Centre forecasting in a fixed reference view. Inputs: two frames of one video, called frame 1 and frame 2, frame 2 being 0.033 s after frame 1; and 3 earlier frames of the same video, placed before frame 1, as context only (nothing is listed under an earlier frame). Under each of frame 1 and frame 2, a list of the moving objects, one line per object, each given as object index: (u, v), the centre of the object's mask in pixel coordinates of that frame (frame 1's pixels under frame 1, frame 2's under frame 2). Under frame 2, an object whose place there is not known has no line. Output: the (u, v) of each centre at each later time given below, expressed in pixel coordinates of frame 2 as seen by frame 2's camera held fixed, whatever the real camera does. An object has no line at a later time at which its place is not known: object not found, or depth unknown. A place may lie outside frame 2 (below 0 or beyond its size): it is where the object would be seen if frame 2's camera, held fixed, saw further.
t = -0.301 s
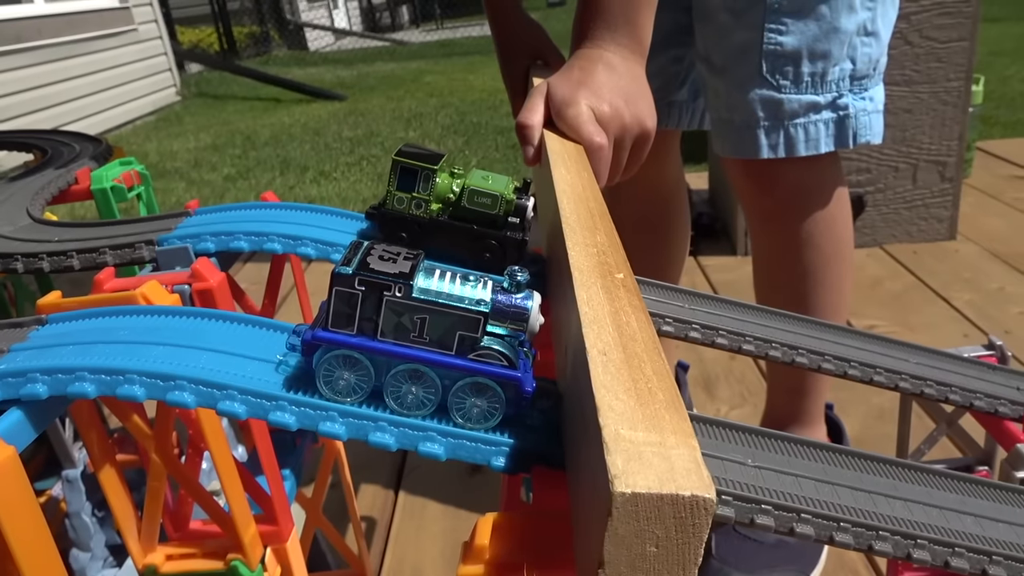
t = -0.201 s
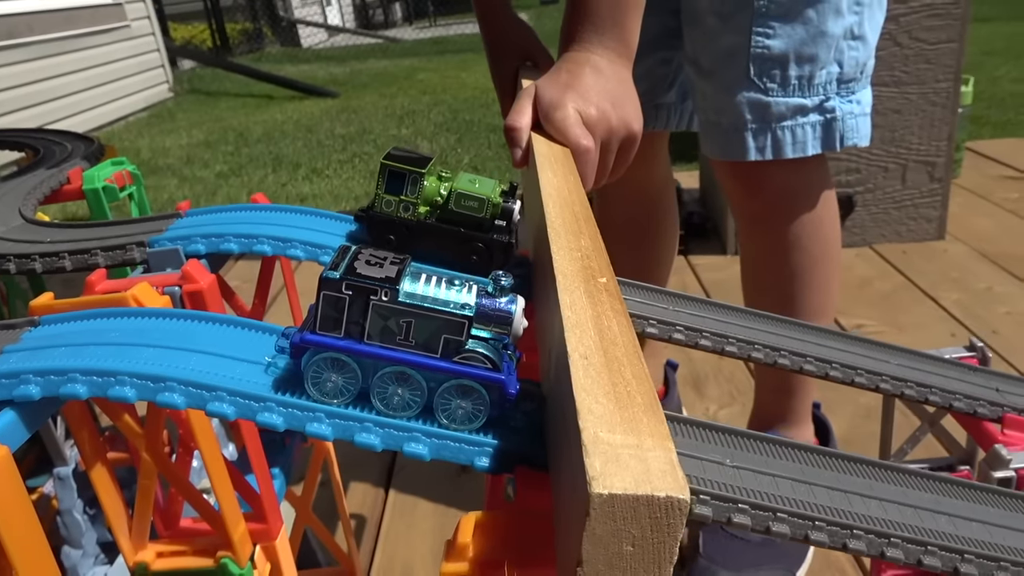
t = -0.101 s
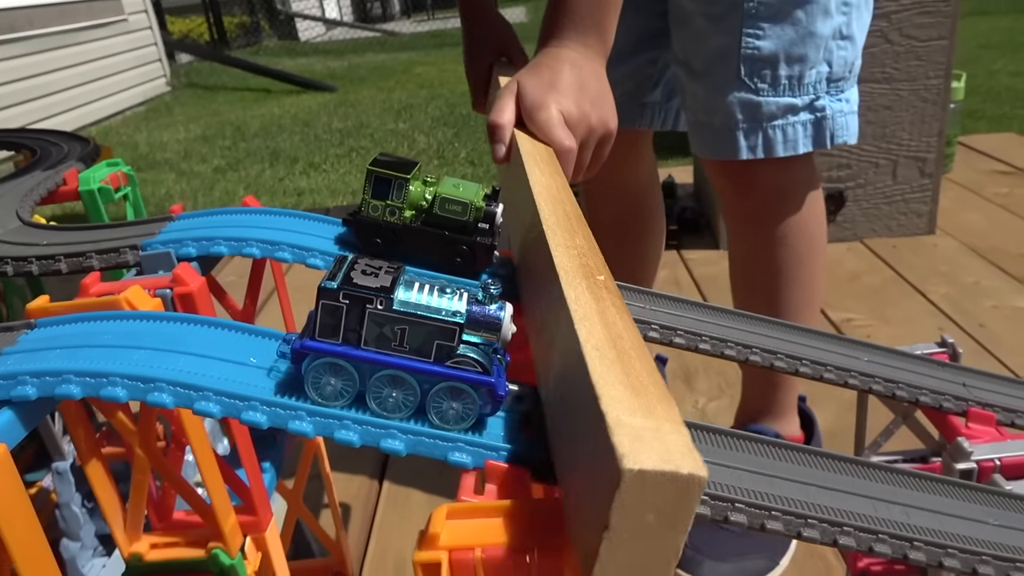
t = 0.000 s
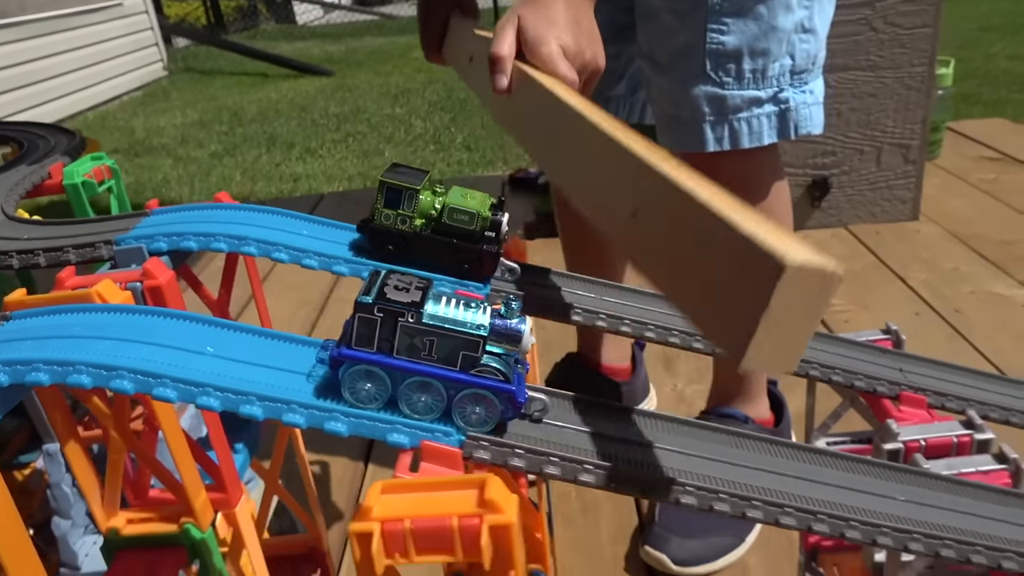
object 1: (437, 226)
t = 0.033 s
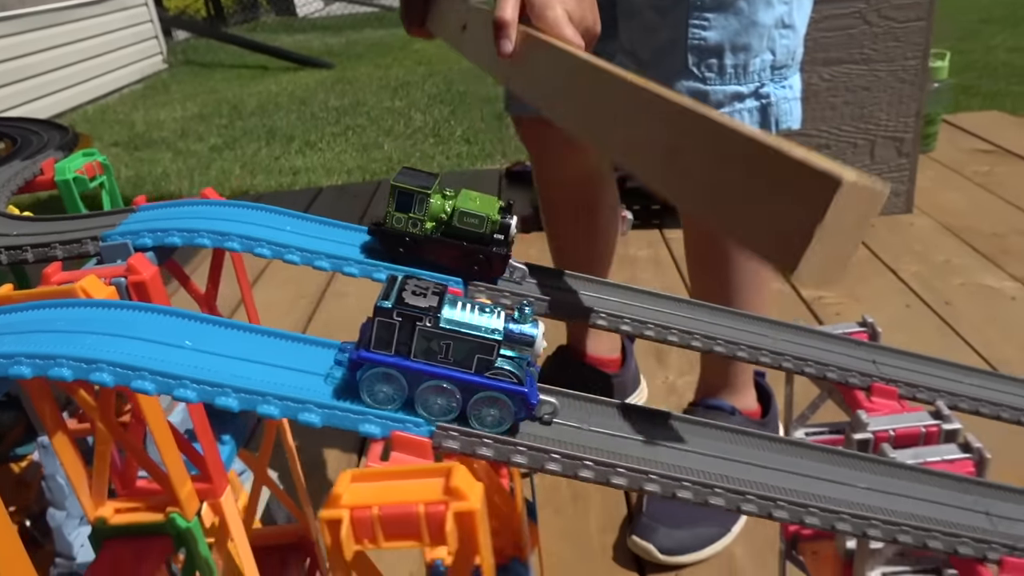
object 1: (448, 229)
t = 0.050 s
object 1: (460, 233)
